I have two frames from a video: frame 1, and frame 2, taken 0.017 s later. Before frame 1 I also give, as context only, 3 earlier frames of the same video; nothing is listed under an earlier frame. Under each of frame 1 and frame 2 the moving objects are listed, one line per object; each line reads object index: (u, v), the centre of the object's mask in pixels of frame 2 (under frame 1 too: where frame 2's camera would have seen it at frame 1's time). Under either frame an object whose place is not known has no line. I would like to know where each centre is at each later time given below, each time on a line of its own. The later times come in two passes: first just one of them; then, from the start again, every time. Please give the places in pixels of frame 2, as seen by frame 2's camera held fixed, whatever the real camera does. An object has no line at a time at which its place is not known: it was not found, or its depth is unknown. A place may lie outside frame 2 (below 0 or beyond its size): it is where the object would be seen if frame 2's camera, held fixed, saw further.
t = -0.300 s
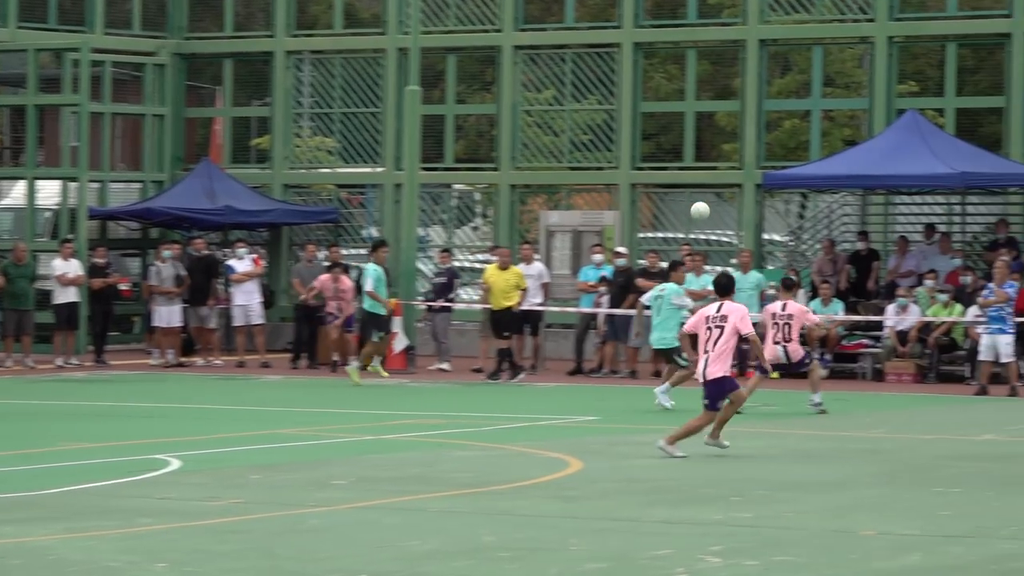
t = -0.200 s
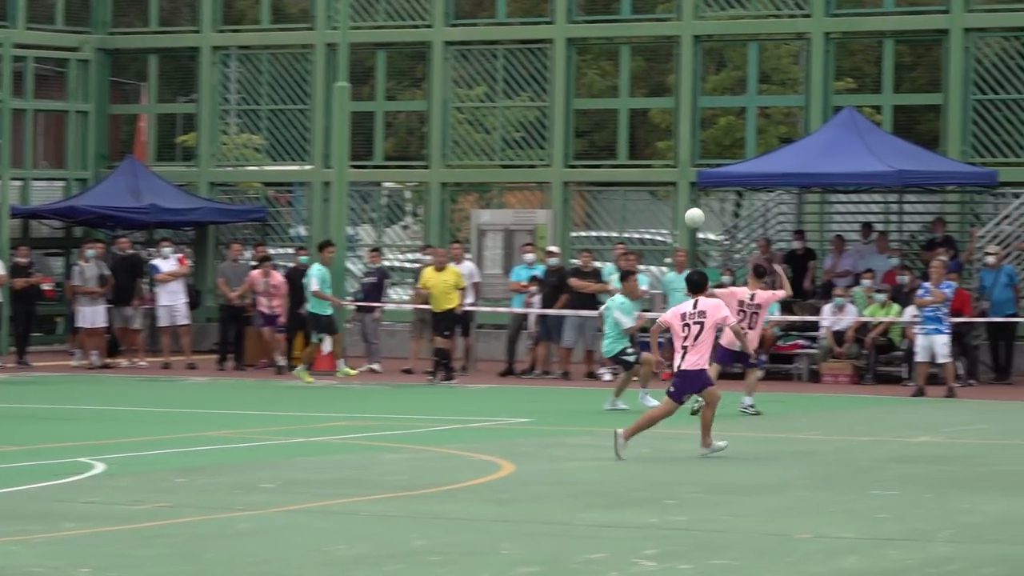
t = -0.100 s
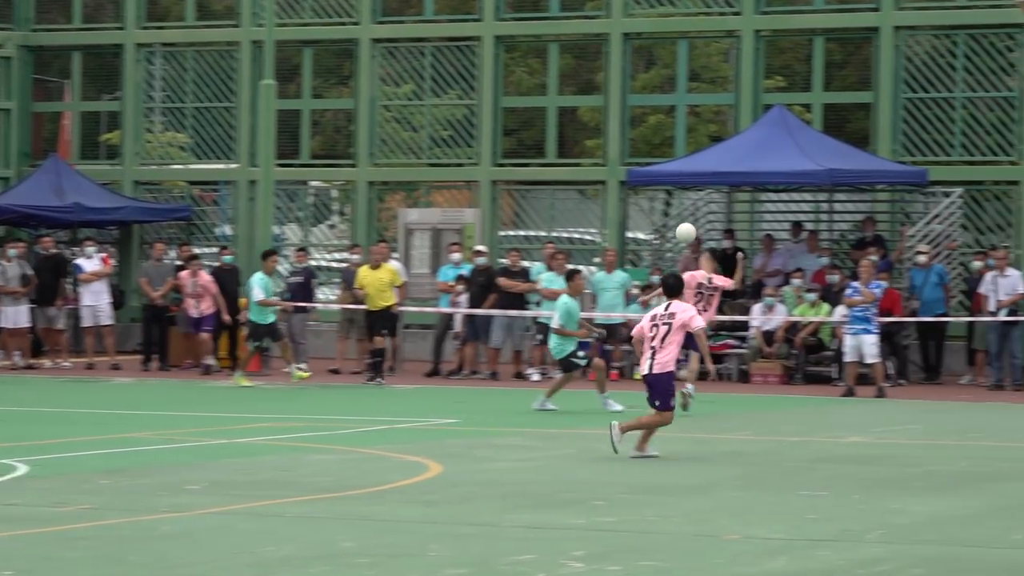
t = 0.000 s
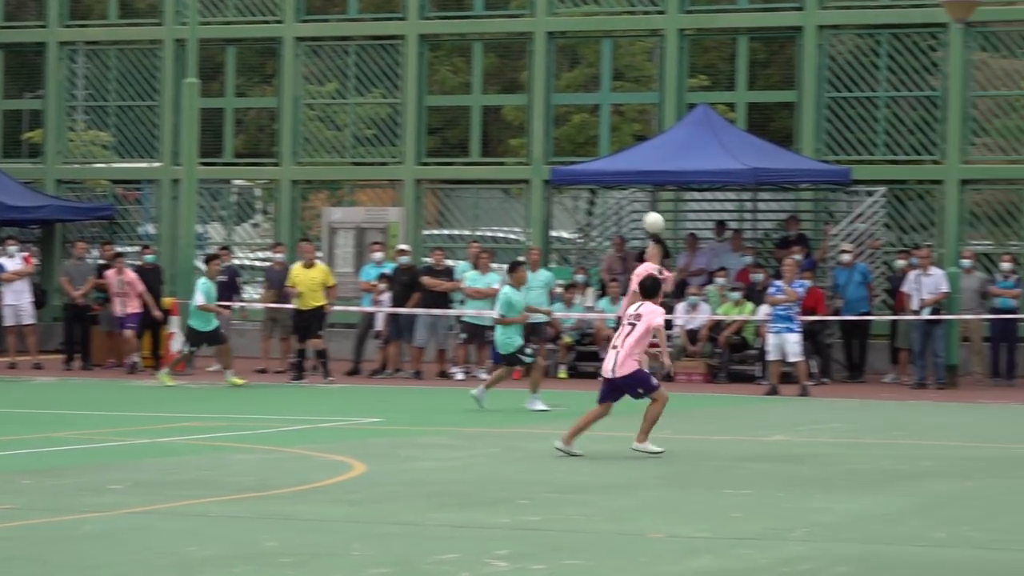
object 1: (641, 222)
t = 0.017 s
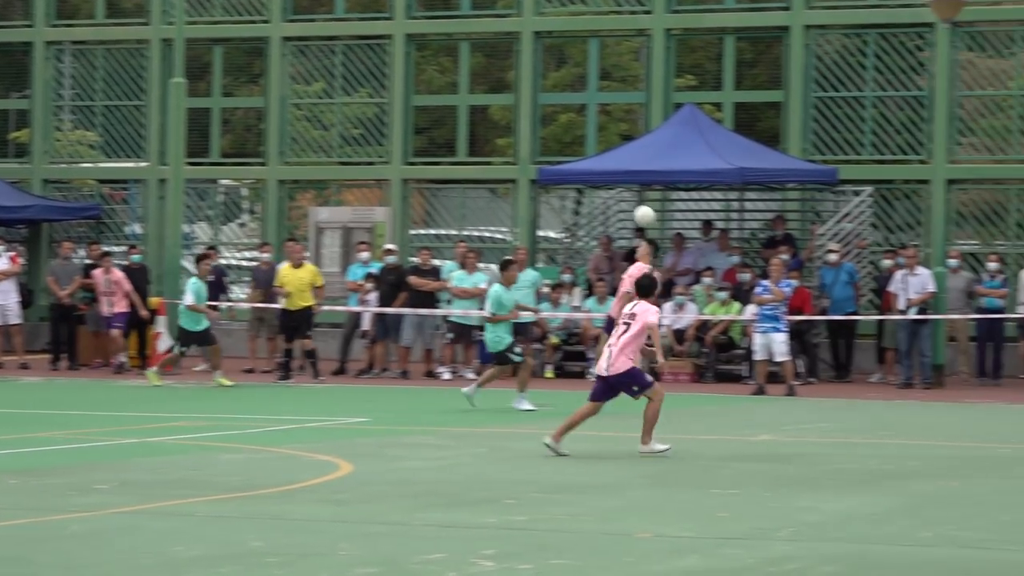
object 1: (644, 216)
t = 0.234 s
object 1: (694, 160)
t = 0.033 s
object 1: (648, 210)
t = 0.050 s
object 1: (651, 203)
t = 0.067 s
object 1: (654, 198)
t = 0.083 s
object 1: (658, 193)
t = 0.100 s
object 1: (661, 188)
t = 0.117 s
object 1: (666, 184)
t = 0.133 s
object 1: (670, 179)
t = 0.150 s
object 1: (674, 176)
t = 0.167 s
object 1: (678, 172)
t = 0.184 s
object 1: (682, 169)
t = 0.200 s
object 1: (686, 165)
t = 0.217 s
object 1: (690, 163)
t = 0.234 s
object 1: (694, 160)
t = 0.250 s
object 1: (698, 158)
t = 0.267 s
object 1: (702, 156)
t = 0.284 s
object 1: (706, 154)
